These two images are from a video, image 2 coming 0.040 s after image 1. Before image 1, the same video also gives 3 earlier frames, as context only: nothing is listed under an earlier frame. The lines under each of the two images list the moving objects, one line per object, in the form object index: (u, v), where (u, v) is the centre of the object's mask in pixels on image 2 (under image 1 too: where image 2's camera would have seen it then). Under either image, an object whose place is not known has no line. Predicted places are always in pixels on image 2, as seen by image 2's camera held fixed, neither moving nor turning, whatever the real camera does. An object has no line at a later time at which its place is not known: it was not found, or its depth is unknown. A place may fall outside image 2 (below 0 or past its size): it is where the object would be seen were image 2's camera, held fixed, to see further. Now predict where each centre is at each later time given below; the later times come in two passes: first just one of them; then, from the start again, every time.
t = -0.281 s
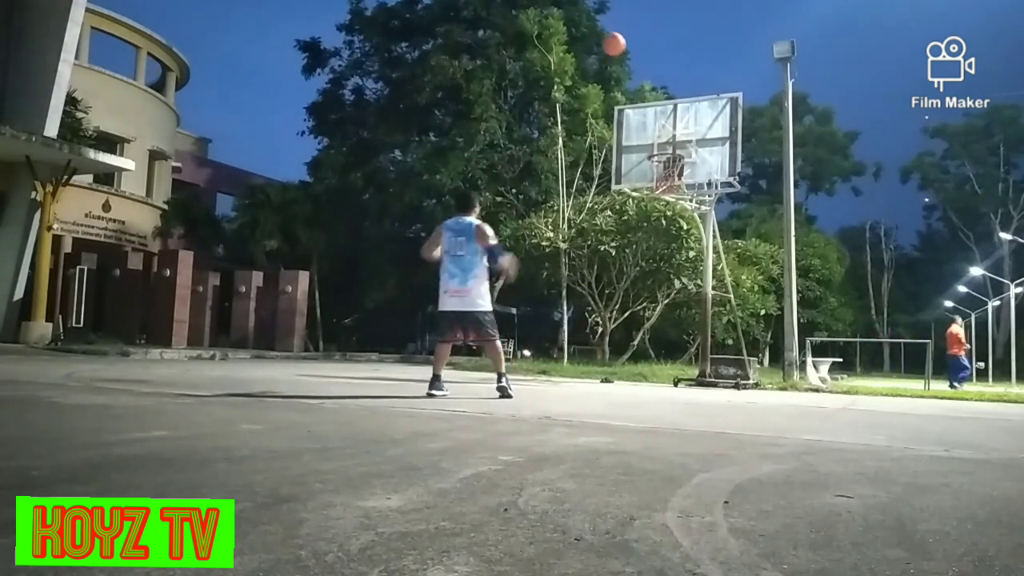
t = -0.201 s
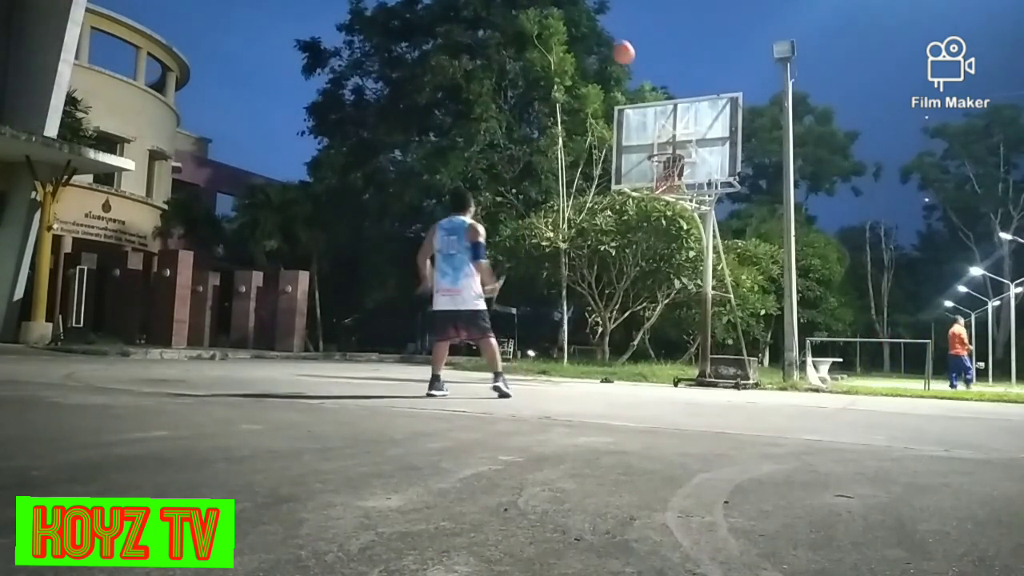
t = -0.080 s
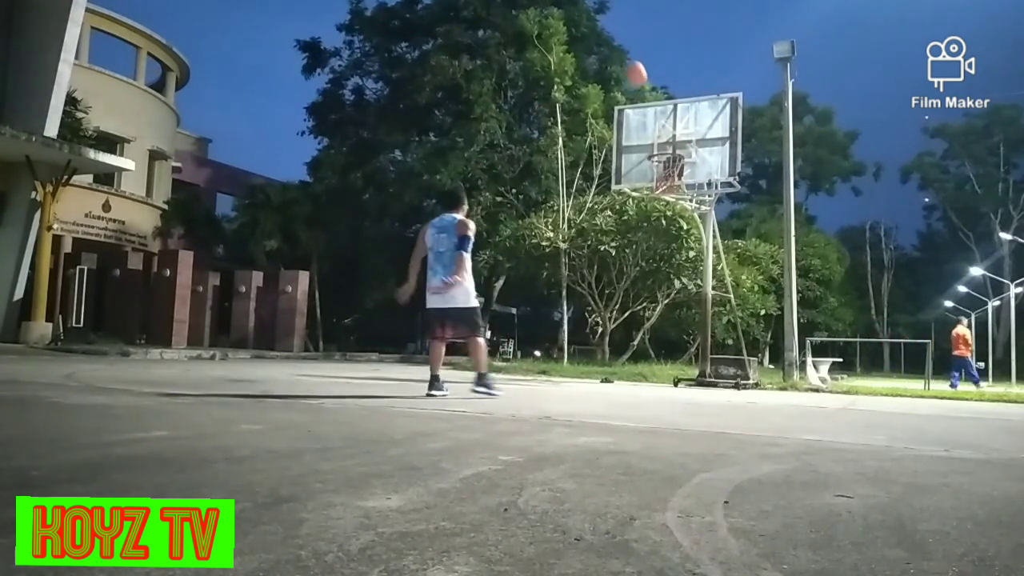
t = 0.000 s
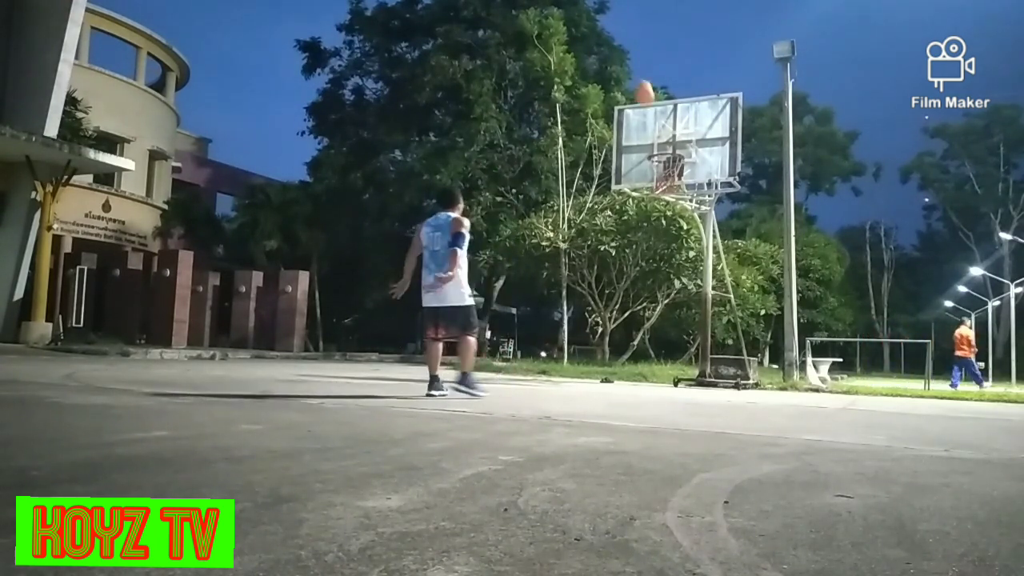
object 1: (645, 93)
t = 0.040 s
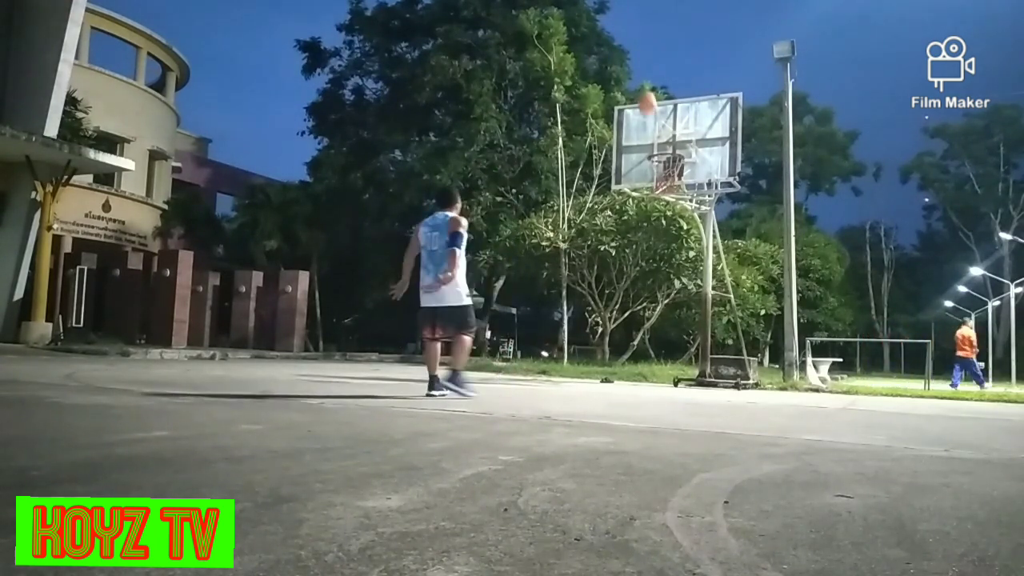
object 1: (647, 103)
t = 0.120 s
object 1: (655, 130)
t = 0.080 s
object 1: (650, 115)
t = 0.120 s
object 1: (655, 130)
